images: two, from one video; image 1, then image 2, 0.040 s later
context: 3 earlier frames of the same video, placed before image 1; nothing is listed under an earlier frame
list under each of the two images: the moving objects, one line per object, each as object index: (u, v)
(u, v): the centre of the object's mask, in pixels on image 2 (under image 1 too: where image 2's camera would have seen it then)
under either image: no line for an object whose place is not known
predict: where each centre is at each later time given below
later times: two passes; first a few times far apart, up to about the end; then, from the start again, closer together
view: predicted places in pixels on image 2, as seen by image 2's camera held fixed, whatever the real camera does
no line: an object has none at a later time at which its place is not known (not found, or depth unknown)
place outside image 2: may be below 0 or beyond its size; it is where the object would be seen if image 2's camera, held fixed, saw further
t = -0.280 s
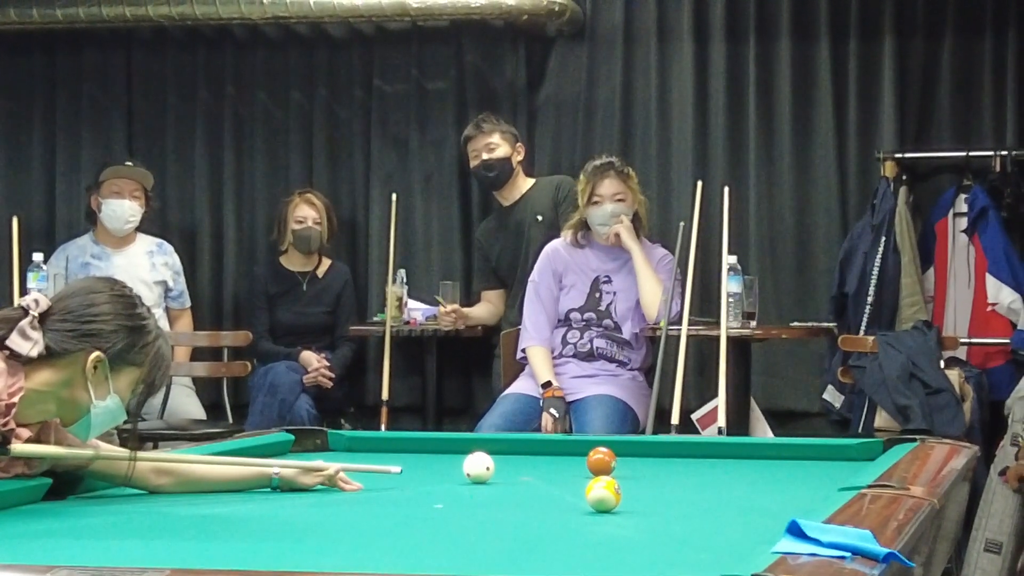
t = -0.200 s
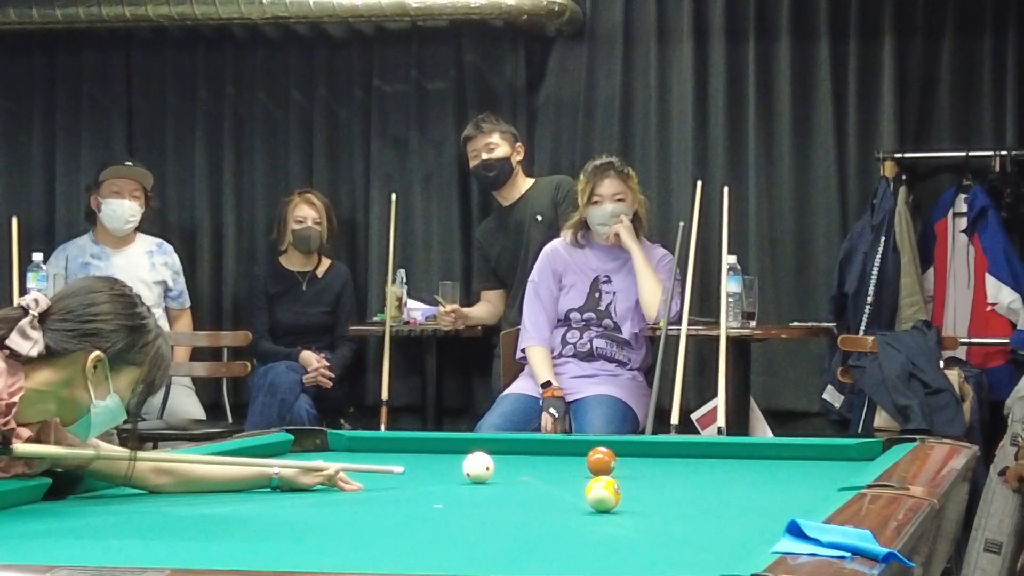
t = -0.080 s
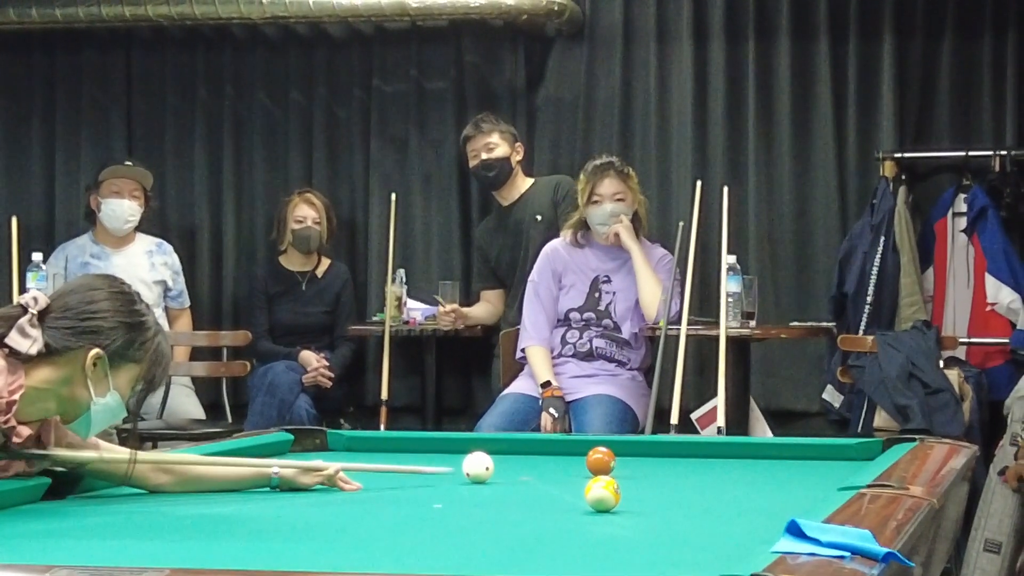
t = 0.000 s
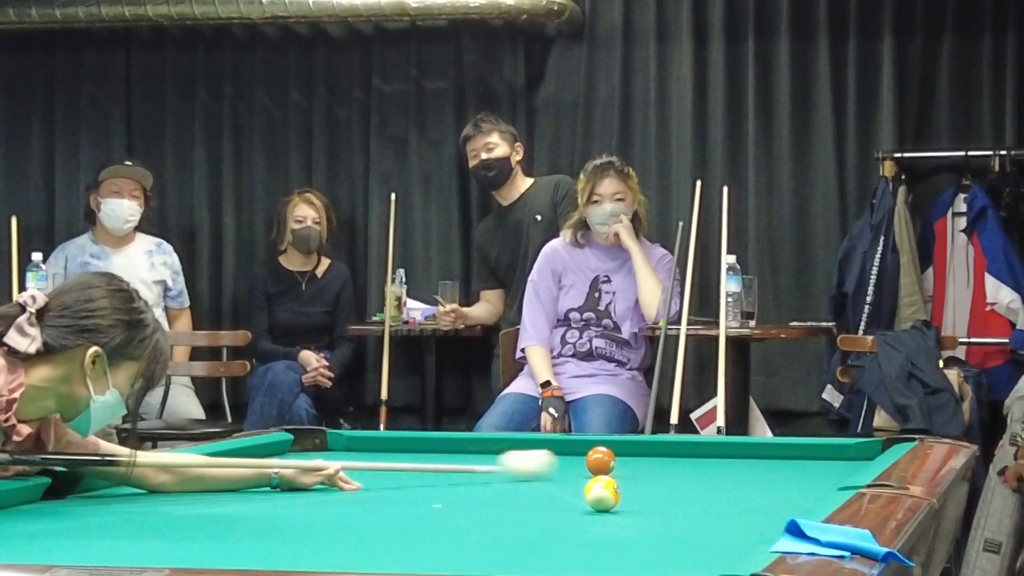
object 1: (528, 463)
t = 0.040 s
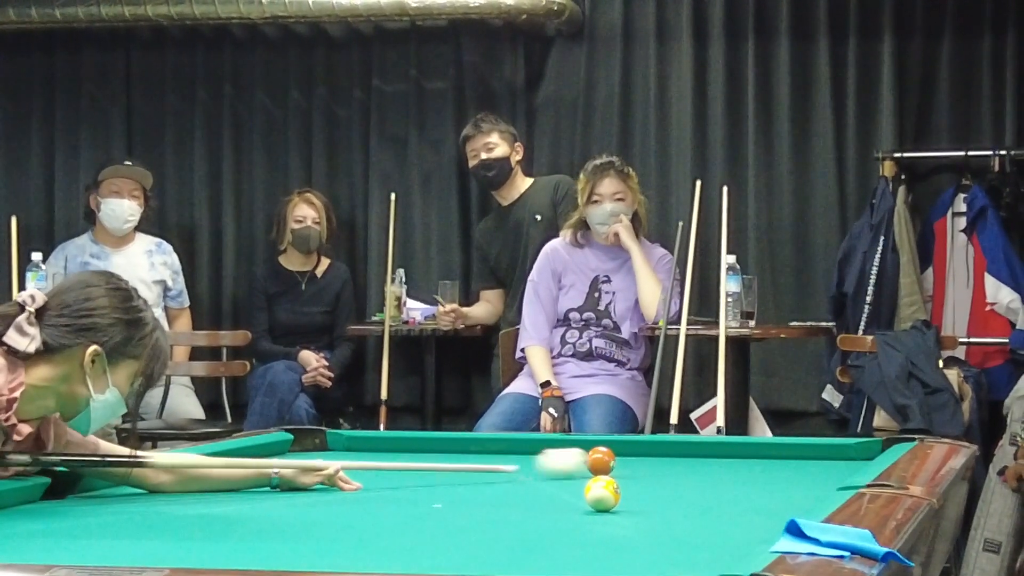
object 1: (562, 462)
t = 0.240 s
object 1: (575, 462)
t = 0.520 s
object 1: (574, 462)
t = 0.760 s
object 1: (573, 462)
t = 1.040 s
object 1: (573, 462)
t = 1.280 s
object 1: (573, 463)
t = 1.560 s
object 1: (573, 462)
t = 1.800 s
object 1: (573, 462)
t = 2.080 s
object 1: (573, 462)
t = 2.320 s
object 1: (573, 463)
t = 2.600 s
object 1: (573, 463)
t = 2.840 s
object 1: (573, 463)
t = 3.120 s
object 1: (572, 463)
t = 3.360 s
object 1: (573, 462)
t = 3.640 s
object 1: (573, 462)
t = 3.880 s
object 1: (573, 462)
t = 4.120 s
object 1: (573, 462)
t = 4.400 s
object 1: (573, 463)
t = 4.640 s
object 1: (573, 463)
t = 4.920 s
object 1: (573, 463)
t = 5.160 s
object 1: (573, 463)
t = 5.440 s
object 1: (573, 463)
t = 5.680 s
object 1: (573, 463)
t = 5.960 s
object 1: (573, 463)
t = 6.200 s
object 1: (573, 463)
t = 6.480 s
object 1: (573, 463)
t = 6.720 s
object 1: (573, 463)
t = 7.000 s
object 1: (573, 462)
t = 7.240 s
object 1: (573, 462)
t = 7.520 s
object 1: (573, 462)
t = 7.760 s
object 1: (573, 463)
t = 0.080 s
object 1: (576, 462)
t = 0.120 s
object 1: (576, 462)
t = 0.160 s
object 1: (575, 462)
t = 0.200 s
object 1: (575, 462)
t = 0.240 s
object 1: (575, 462)
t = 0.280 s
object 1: (575, 462)
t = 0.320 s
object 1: (574, 462)
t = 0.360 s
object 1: (574, 462)
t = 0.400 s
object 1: (574, 462)
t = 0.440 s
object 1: (574, 462)
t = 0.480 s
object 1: (574, 462)
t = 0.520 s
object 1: (574, 462)
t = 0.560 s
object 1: (573, 462)
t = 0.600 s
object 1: (573, 462)
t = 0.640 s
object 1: (573, 462)
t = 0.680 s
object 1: (573, 462)
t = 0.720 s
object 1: (573, 462)
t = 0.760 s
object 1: (573, 462)
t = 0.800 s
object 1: (573, 462)
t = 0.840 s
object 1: (573, 462)
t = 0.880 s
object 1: (573, 462)
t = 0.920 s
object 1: (573, 462)
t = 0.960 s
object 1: (573, 462)
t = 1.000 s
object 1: (573, 462)
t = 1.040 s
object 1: (573, 462)
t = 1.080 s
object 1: (573, 462)
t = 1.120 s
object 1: (573, 462)
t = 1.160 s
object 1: (573, 462)
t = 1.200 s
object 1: (573, 462)
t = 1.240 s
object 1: (573, 462)
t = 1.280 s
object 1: (573, 463)
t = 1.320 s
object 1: (573, 463)
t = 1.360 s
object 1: (573, 462)
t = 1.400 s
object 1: (573, 462)
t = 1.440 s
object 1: (573, 462)
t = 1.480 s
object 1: (573, 462)
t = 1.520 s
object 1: (573, 462)
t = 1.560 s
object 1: (573, 462)
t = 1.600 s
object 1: (573, 462)
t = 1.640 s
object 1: (573, 462)
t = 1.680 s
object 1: (573, 462)
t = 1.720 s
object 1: (573, 462)
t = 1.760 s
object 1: (573, 462)
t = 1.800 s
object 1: (573, 462)
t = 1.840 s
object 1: (573, 462)
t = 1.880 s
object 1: (573, 462)
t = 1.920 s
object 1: (573, 462)
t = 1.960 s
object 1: (573, 462)
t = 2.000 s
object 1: (573, 462)
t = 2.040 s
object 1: (573, 462)
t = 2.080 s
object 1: (573, 462)
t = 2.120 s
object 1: (573, 462)
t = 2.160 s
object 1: (573, 462)
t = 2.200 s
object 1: (573, 462)
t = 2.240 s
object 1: (573, 462)
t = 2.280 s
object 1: (573, 463)
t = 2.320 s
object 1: (573, 463)
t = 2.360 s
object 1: (573, 463)
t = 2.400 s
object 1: (573, 463)
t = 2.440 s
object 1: (573, 463)
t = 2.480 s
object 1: (573, 463)
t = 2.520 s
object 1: (573, 463)
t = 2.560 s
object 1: (573, 463)
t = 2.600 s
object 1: (573, 463)
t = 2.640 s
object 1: (573, 463)
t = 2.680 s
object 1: (573, 463)
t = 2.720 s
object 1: (573, 463)
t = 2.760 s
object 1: (573, 463)
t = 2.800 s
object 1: (573, 462)
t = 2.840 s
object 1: (573, 463)
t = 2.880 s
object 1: (573, 463)
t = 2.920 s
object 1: (573, 463)
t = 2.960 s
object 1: (573, 463)
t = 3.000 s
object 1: (573, 463)
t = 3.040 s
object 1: (571, 463)
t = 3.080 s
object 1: (571, 463)
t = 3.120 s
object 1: (572, 463)
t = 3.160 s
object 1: (572, 463)
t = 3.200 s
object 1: (572, 463)
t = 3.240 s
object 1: (572, 463)
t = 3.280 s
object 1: (572, 462)
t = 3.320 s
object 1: (572, 462)
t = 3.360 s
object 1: (573, 462)
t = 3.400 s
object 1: (573, 462)
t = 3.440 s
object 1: (573, 462)
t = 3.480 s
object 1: (573, 462)
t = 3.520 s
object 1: (573, 462)
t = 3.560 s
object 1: (573, 462)
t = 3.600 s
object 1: (573, 463)
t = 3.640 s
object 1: (573, 462)
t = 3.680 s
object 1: (573, 462)
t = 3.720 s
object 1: (573, 463)
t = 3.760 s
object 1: (573, 462)
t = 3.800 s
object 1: (573, 462)
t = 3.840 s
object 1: (573, 462)
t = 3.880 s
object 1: (573, 462)
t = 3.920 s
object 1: (573, 462)
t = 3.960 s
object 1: (573, 463)
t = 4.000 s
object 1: (573, 462)
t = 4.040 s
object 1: (573, 463)
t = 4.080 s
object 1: (573, 462)
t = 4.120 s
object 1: (573, 462)
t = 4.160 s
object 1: (573, 462)
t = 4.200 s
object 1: (573, 462)
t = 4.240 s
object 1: (573, 462)
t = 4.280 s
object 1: (573, 462)
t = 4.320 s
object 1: (573, 462)
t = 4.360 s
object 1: (573, 463)
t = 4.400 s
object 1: (573, 463)
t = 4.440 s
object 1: (573, 463)
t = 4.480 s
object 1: (573, 463)
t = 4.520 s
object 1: (573, 463)
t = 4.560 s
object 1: (573, 463)
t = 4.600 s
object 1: (573, 463)
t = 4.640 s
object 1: (573, 463)
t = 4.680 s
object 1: (573, 463)
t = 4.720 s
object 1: (573, 463)
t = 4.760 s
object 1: (573, 463)
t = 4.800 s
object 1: (573, 463)
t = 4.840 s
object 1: (573, 463)
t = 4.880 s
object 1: (573, 463)
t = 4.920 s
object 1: (573, 463)
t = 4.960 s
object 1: (573, 463)
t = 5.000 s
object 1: (573, 463)
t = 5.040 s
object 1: (573, 462)
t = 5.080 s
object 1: (573, 463)
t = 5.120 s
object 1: (573, 463)
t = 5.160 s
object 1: (573, 463)
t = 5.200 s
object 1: (573, 463)
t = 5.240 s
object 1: (573, 463)
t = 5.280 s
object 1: (573, 463)
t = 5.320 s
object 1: (573, 463)
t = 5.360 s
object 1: (573, 463)
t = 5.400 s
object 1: (573, 463)
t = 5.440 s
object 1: (573, 463)
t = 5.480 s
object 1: (573, 463)
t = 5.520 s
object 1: (573, 463)
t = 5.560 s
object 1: (573, 463)
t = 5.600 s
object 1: (573, 463)
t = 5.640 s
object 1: (573, 463)
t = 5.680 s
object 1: (573, 463)
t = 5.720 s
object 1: (573, 463)
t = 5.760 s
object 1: (573, 463)
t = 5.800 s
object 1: (573, 463)
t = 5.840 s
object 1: (573, 463)
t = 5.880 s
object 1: (573, 463)
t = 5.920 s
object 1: (573, 463)
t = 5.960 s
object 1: (573, 463)
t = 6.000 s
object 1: (573, 463)
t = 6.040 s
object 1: (573, 463)
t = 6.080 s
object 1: (573, 463)
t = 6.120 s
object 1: (573, 463)
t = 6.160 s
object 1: (573, 463)
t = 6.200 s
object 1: (573, 463)
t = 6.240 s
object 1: (573, 462)
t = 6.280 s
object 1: (573, 463)
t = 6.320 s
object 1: (573, 463)
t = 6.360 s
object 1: (573, 463)
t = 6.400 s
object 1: (573, 462)
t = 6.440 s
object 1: (573, 463)
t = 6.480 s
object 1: (573, 463)
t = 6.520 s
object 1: (573, 463)
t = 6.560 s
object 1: (573, 463)
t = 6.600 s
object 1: (573, 462)
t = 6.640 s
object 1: (573, 463)
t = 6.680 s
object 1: (573, 463)
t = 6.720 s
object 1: (573, 463)
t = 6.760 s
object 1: (573, 463)
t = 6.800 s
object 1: (573, 463)
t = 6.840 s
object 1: (573, 463)
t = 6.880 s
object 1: (573, 463)
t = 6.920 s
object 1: (573, 463)
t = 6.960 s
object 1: (573, 463)
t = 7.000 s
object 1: (573, 462)
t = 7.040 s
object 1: (573, 462)
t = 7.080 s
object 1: (573, 462)
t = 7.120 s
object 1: (573, 462)
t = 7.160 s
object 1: (573, 462)
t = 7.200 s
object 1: (573, 463)
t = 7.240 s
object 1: (573, 462)
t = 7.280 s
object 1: (573, 462)
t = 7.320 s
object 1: (573, 463)
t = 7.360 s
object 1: (573, 462)
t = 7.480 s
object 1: (573, 462)
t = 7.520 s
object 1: (573, 462)
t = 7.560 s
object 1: (573, 462)
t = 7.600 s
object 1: (573, 462)
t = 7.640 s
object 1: (573, 462)
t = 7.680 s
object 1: (573, 462)
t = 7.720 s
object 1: (573, 462)
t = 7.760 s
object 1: (573, 463)
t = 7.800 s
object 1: (573, 463)
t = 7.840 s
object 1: (573, 463)
